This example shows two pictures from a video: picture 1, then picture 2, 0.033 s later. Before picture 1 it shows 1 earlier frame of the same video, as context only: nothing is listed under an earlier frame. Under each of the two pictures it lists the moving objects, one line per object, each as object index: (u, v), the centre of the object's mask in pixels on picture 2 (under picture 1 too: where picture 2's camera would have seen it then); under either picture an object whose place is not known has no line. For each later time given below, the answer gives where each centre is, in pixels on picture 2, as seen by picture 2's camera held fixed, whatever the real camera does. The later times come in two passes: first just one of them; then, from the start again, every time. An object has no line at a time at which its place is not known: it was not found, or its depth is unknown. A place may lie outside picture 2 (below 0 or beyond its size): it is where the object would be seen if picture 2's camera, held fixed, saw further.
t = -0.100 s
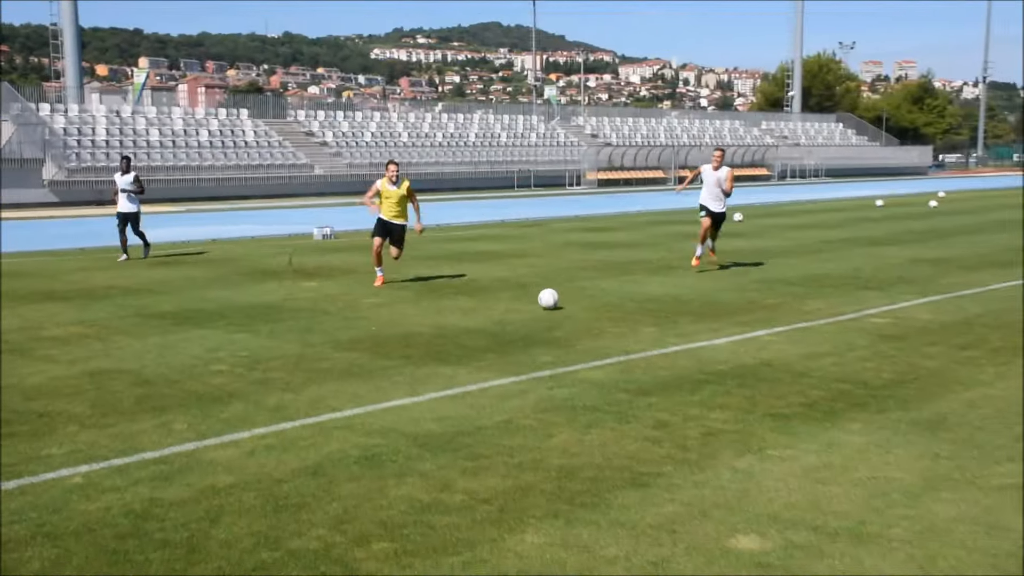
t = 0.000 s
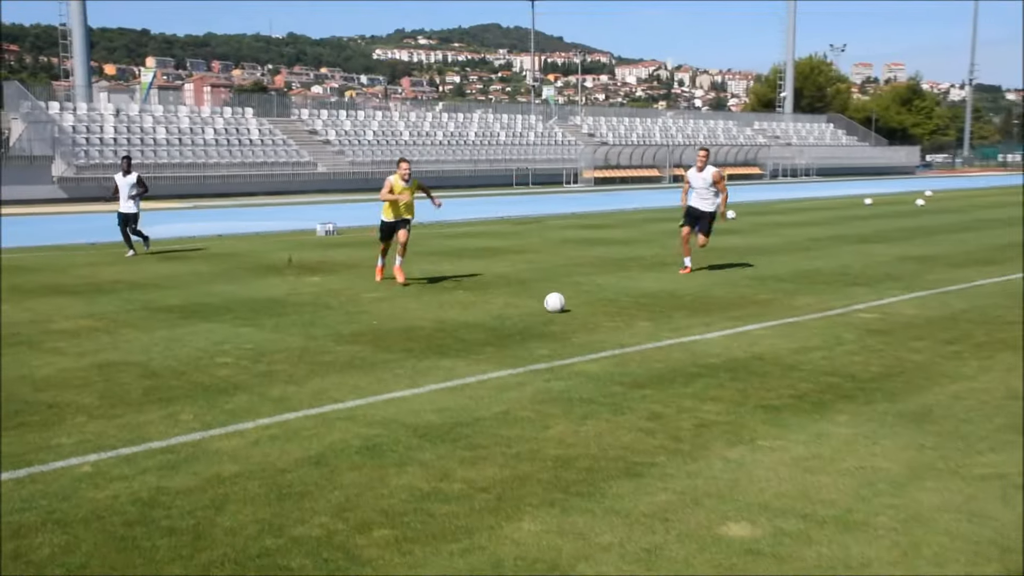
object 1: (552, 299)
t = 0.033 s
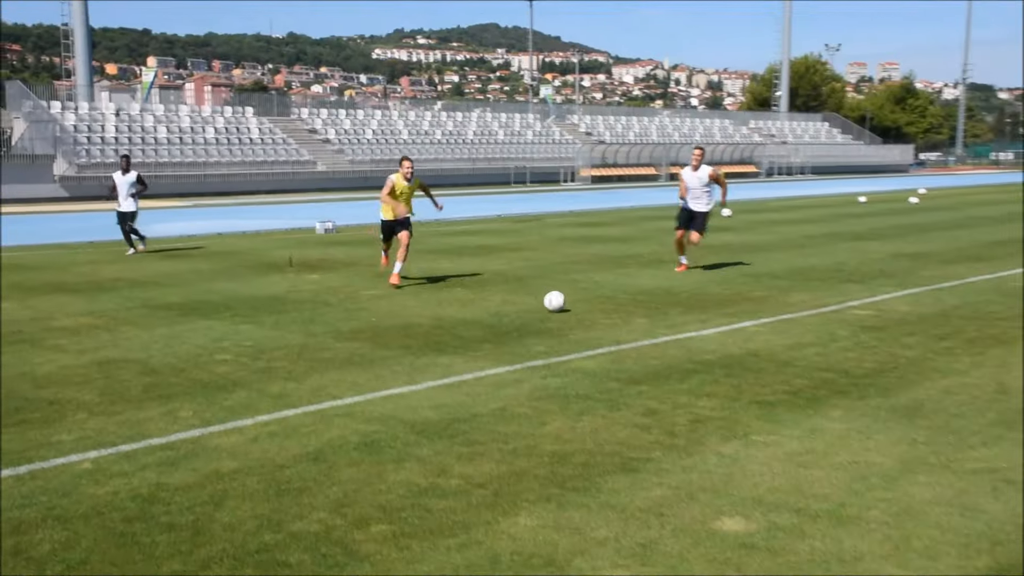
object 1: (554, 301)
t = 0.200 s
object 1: (567, 312)
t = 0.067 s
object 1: (557, 303)
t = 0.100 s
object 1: (560, 306)
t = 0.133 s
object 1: (562, 309)
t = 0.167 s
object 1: (564, 311)
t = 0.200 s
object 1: (567, 312)
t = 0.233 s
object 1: (569, 314)
